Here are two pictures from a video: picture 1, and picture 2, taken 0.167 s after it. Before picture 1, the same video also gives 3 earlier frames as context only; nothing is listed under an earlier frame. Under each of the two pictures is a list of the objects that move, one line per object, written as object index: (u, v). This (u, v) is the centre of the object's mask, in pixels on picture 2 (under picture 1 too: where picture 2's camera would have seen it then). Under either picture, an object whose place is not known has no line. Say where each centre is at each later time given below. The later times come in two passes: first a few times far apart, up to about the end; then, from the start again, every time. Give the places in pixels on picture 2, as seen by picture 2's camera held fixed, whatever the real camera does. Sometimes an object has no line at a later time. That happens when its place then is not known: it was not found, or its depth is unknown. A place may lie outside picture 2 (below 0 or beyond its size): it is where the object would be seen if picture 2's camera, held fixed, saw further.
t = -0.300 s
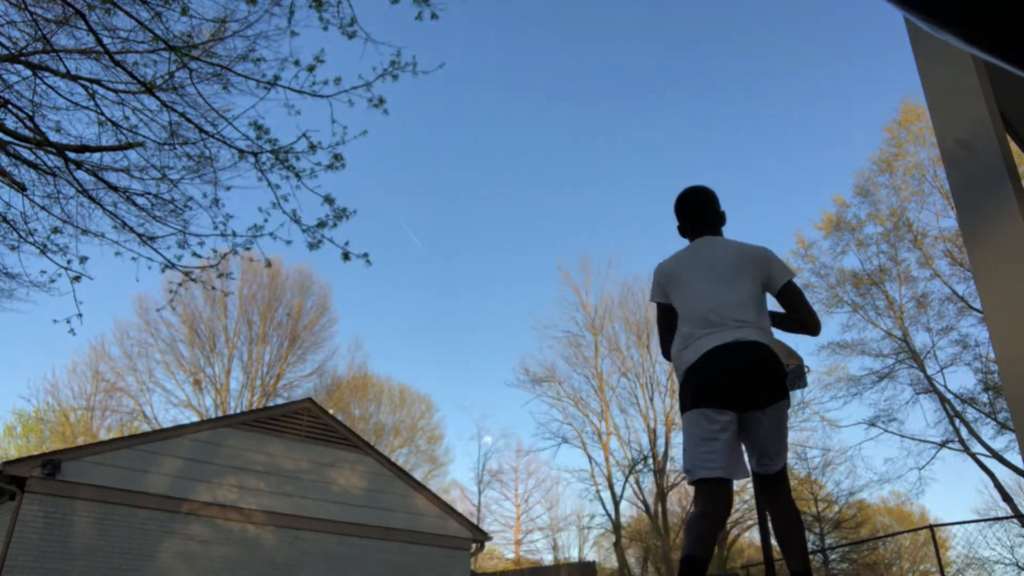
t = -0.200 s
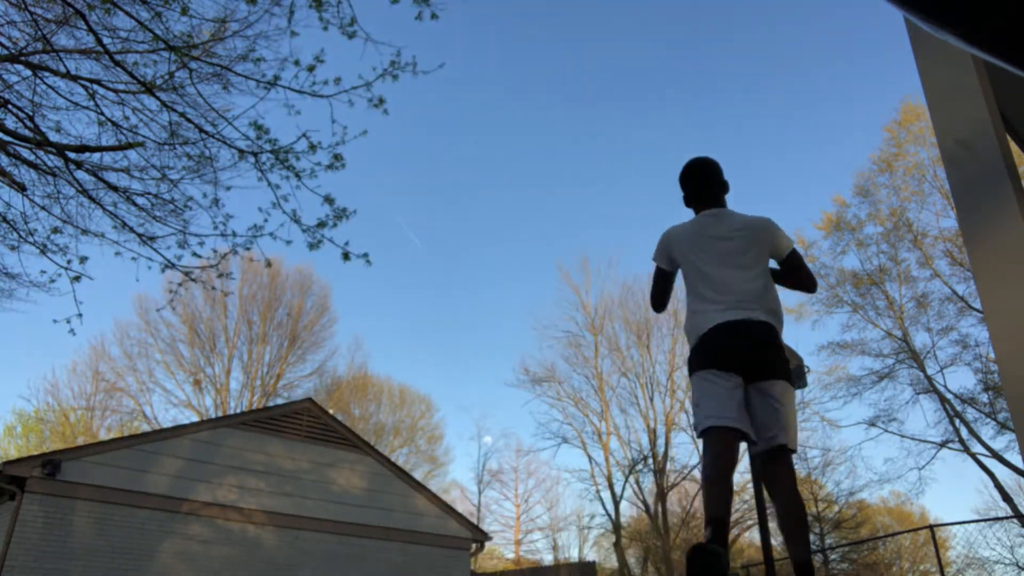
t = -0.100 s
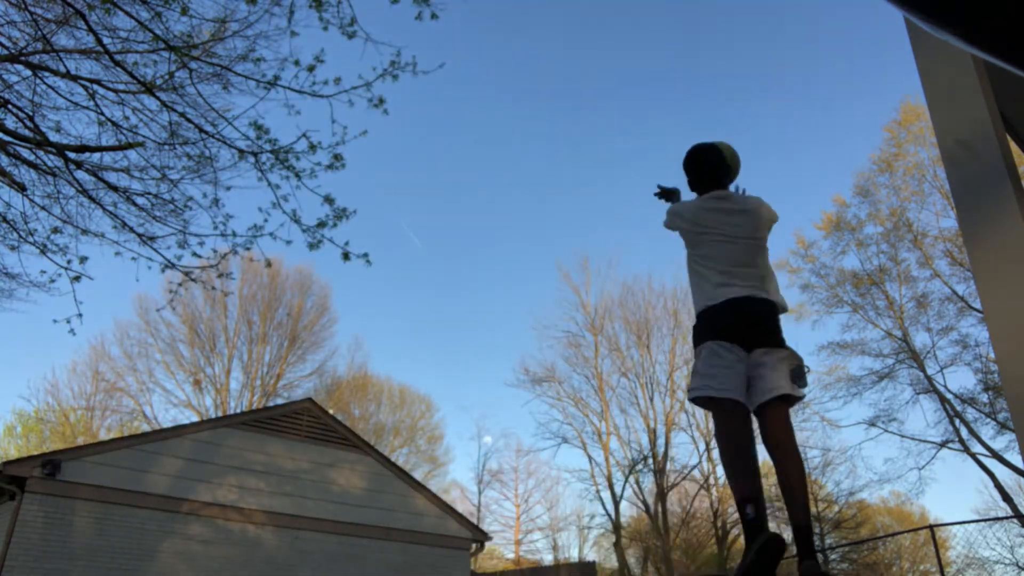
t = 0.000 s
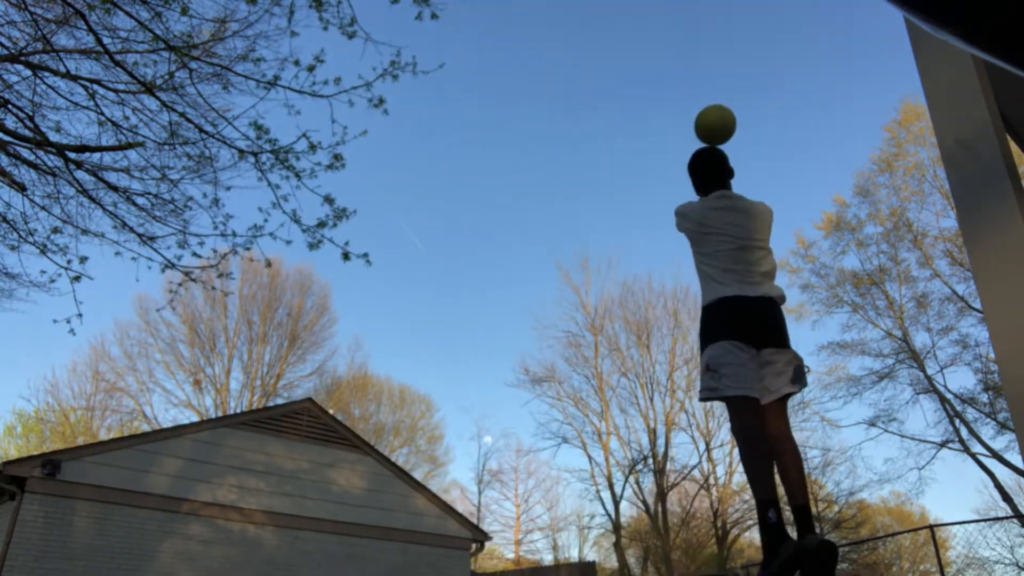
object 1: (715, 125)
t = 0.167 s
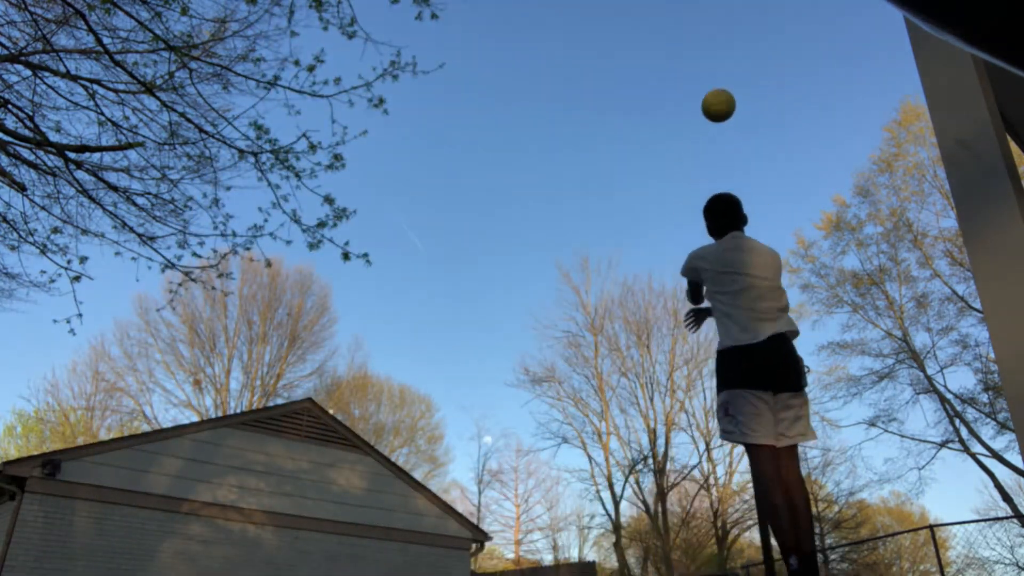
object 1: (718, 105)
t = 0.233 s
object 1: (720, 108)
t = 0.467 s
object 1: (729, 142)
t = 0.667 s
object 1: (739, 197)
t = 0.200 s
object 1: (719, 106)
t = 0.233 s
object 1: (720, 108)
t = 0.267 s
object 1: (721, 110)
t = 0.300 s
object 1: (722, 114)
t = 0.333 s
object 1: (724, 118)
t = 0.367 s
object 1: (725, 123)
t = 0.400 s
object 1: (726, 129)
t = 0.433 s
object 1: (727, 135)
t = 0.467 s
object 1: (729, 142)
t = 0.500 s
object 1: (730, 150)
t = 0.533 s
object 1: (732, 159)
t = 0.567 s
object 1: (734, 167)
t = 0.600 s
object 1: (735, 177)
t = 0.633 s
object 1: (737, 187)
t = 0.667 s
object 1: (739, 197)
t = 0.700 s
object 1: (741, 208)
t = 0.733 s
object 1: (743, 220)
